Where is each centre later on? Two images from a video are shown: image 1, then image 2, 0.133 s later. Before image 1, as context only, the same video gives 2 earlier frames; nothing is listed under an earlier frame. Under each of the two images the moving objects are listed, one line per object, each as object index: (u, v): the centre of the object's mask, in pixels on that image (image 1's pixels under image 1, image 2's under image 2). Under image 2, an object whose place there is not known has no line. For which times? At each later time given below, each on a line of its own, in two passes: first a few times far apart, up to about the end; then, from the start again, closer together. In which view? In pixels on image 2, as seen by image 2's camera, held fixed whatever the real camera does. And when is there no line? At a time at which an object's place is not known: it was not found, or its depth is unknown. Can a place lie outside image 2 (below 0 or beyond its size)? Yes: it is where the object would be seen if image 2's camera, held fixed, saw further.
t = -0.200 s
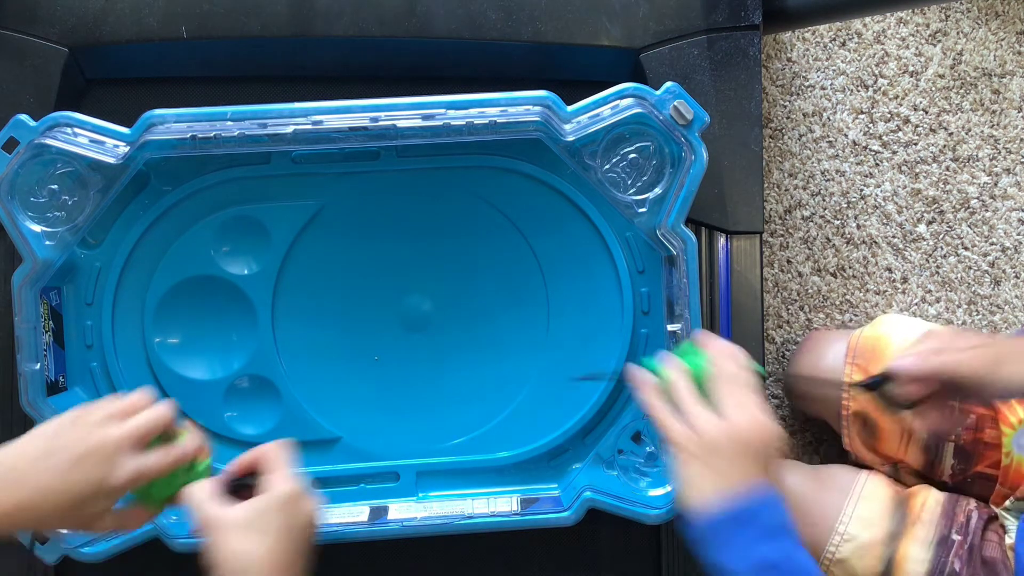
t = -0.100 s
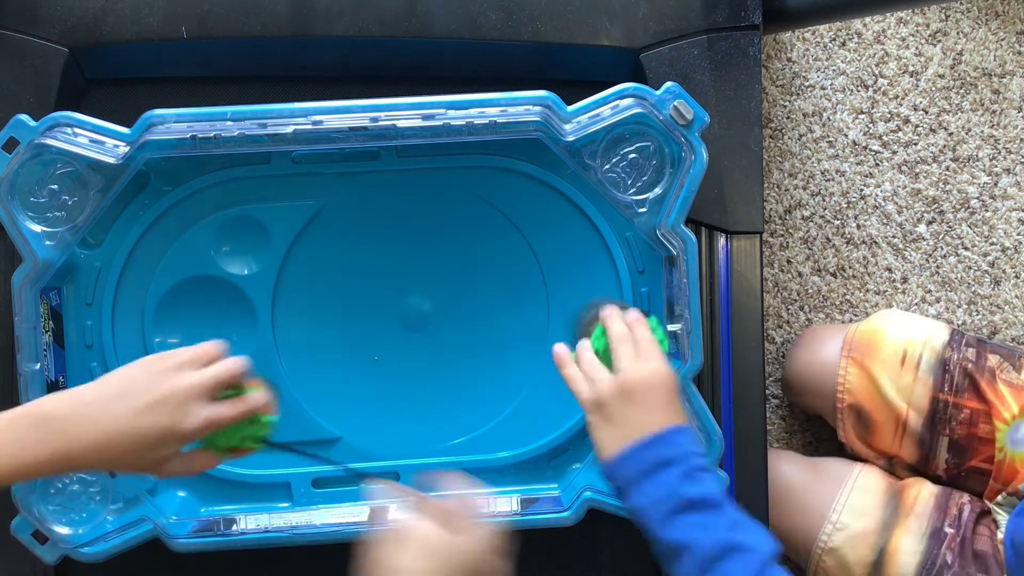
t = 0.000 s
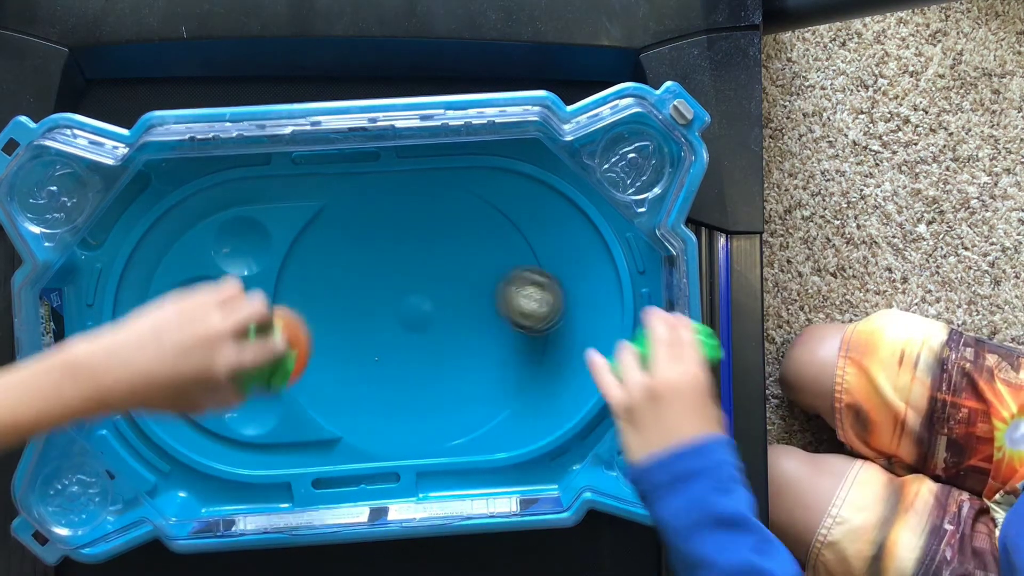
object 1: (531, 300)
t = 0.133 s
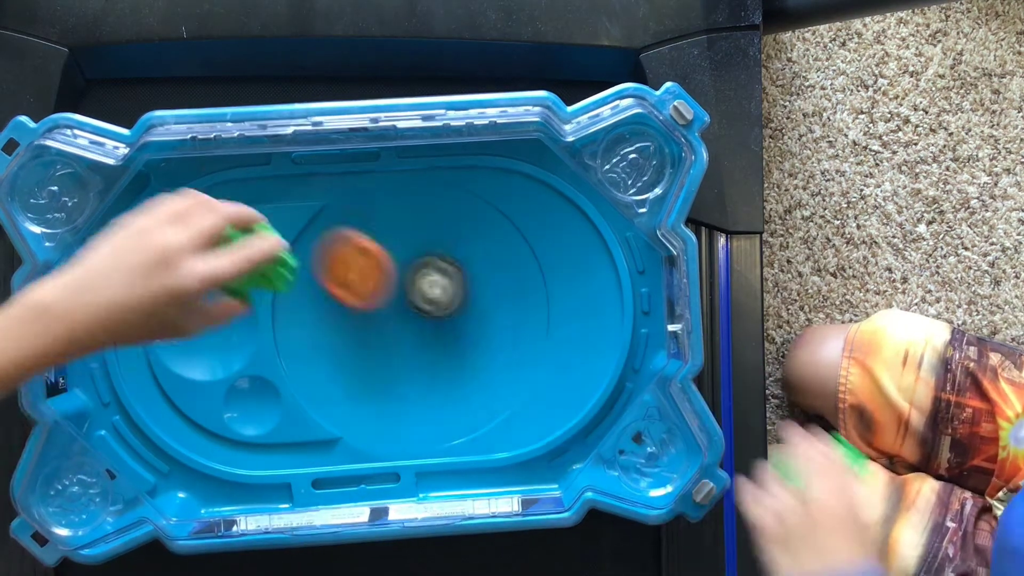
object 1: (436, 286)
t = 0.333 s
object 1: (526, 379)
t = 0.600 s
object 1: (471, 378)
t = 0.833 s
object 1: (422, 410)
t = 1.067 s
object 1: (429, 435)
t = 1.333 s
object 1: (403, 413)
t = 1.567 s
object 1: (385, 452)
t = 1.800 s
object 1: (450, 395)
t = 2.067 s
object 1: (389, 278)
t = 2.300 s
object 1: (294, 358)
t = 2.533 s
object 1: (422, 435)
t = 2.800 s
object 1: (514, 308)
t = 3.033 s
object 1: (394, 237)
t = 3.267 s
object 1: (306, 375)
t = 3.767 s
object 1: (472, 278)
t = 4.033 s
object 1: (347, 277)
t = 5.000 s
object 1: (341, 330)
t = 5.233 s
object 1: (362, 433)
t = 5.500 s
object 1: (480, 368)
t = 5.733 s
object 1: (420, 273)
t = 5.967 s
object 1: (326, 341)
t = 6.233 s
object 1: (405, 453)
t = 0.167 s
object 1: (455, 301)
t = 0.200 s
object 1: (472, 319)
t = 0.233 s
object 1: (487, 338)
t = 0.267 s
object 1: (503, 355)
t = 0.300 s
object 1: (517, 368)
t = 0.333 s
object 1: (526, 379)
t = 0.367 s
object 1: (526, 384)
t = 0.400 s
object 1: (524, 388)
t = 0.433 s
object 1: (521, 389)
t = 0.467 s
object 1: (513, 388)
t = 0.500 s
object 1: (503, 385)
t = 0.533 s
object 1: (492, 382)
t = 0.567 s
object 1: (481, 380)
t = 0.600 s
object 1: (471, 378)
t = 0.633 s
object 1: (460, 378)
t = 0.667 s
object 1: (451, 379)
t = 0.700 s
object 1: (443, 382)
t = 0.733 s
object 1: (436, 387)
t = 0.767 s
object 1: (430, 393)
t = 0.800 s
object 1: (425, 401)
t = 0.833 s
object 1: (422, 410)
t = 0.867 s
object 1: (419, 420)
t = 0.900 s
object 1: (418, 431)
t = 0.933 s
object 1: (419, 442)
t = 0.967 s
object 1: (422, 451)
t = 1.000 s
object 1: (425, 451)
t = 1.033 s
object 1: (427, 445)
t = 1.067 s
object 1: (429, 435)
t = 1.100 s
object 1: (430, 427)
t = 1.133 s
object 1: (430, 418)
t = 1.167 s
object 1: (429, 413)
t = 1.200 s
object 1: (426, 409)
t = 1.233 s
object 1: (422, 407)
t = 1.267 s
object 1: (416, 407)
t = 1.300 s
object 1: (409, 409)
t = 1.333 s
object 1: (403, 413)
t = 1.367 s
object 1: (397, 419)
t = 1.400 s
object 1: (392, 425)
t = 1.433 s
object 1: (389, 432)
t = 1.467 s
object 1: (388, 439)
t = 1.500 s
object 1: (388, 444)
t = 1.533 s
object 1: (386, 450)
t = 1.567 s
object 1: (385, 452)
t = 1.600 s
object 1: (383, 452)
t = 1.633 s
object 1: (388, 449)
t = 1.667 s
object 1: (398, 444)
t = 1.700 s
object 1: (411, 436)
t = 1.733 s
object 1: (425, 427)
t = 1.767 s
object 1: (439, 413)
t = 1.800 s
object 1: (450, 395)
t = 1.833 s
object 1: (456, 376)
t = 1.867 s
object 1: (458, 358)
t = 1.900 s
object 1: (455, 337)
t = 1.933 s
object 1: (448, 319)
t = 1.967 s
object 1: (438, 304)
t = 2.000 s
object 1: (424, 291)
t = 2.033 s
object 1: (406, 282)
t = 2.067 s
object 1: (389, 278)
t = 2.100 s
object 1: (370, 278)
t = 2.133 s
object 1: (351, 281)
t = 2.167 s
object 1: (334, 290)
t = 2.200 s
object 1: (319, 302)
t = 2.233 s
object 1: (306, 318)
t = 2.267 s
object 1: (298, 338)
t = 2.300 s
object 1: (294, 358)
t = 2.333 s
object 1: (302, 378)
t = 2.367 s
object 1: (317, 395)
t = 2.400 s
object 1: (333, 410)
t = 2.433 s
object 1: (354, 424)
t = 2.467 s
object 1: (376, 433)
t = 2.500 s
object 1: (399, 436)
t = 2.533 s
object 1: (422, 435)
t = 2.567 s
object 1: (444, 431)
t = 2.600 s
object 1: (464, 421)
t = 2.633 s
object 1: (482, 406)
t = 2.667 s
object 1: (497, 389)
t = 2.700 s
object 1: (508, 369)
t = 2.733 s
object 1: (515, 350)
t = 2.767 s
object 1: (517, 327)
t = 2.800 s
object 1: (514, 308)
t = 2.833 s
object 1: (508, 287)
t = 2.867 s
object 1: (496, 269)
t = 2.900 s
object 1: (480, 255)
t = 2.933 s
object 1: (462, 242)
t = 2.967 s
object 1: (440, 237)
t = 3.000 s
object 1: (417, 234)
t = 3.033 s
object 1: (394, 237)
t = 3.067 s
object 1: (371, 246)
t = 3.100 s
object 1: (351, 259)
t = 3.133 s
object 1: (333, 278)
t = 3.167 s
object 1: (319, 299)
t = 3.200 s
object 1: (310, 324)
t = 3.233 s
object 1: (305, 349)
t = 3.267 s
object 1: (306, 375)
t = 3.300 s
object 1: (313, 391)
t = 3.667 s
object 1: (478, 332)
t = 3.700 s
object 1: (480, 314)
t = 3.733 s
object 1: (478, 294)
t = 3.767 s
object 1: (472, 278)
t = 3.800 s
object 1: (461, 263)
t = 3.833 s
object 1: (448, 253)
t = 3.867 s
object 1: (431, 244)
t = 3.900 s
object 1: (414, 241)
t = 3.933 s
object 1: (395, 243)
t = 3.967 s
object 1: (377, 250)
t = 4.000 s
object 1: (360, 261)
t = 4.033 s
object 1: (347, 277)
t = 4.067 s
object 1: (338, 297)
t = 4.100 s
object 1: (332, 319)
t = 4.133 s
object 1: (331, 341)
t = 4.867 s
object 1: (408, 284)
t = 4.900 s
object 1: (388, 290)
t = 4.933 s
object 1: (368, 301)
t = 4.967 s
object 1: (353, 314)
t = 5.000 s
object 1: (341, 330)
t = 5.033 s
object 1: (330, 348)
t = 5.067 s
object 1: (323, 367)
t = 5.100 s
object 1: (321, 385)
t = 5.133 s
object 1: (320, 405)
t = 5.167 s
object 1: (330, 416)
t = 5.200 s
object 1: (346, 425)
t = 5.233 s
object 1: (362, 433)
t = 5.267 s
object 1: (380, 437)
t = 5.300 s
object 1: (399, 437)
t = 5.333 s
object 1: (417, 434)
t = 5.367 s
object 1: (435, 427)
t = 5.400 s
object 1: (451, 415)
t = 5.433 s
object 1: (464, 401)
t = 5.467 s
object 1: (474, 386)
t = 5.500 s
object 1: (480, 368)
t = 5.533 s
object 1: (482, 351)
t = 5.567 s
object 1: (480, 331)
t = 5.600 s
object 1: (474, 315)
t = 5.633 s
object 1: (464, 301)
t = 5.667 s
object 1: (452, 287)
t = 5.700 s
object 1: (437, 278)
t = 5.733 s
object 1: (420, 273)
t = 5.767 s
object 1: (401, 271)
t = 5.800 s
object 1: (384, 275)
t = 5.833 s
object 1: (366, 282)
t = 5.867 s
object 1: (352, 293)
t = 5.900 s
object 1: (340, 308)
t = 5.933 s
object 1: (331, 324)
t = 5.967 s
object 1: (326, 341)
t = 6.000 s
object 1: (325, 360)
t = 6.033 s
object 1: (327, 380)
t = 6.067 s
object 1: (333, 400)
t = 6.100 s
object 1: (343, 416)
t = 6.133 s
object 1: (356, 432)
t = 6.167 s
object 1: (371, 442)
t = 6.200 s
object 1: (387, 451)
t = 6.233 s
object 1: (405, 453)
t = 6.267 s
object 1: (424, 446)
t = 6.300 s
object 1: (442, 438)
